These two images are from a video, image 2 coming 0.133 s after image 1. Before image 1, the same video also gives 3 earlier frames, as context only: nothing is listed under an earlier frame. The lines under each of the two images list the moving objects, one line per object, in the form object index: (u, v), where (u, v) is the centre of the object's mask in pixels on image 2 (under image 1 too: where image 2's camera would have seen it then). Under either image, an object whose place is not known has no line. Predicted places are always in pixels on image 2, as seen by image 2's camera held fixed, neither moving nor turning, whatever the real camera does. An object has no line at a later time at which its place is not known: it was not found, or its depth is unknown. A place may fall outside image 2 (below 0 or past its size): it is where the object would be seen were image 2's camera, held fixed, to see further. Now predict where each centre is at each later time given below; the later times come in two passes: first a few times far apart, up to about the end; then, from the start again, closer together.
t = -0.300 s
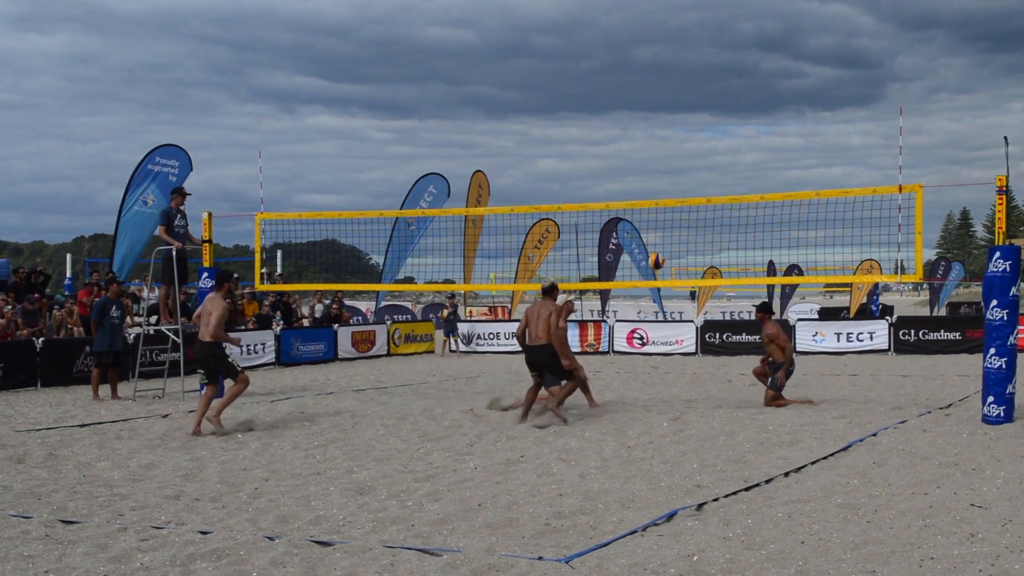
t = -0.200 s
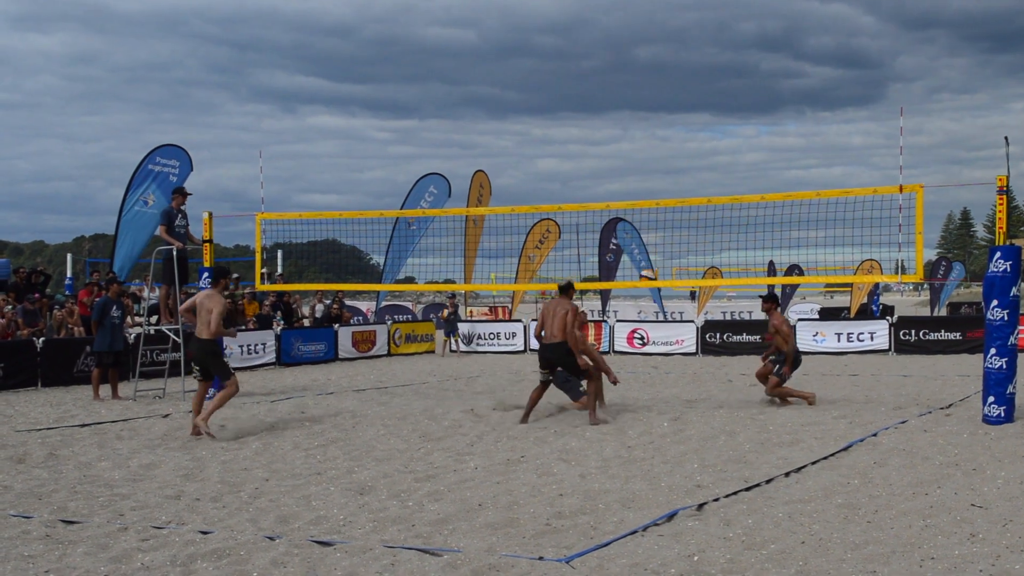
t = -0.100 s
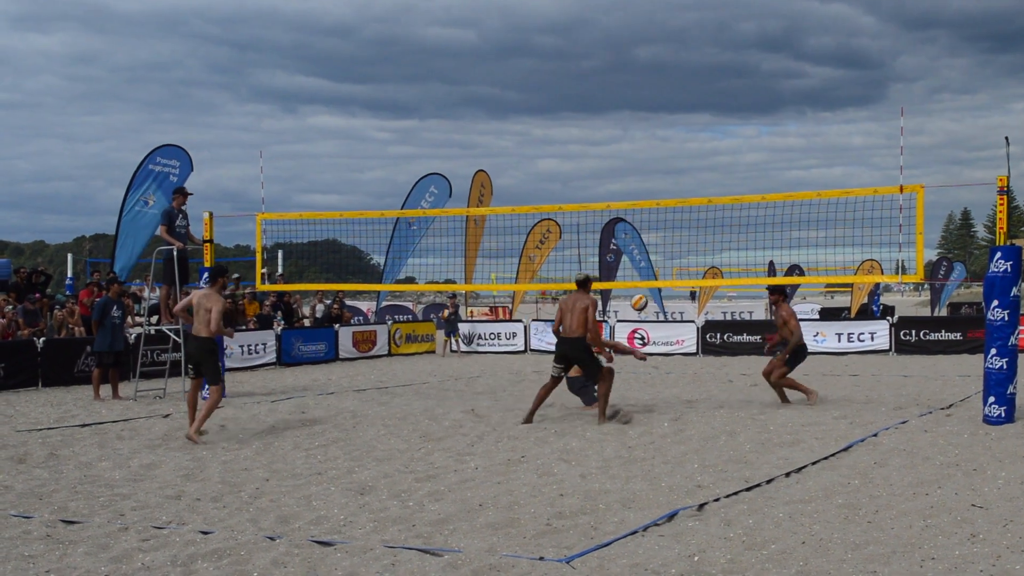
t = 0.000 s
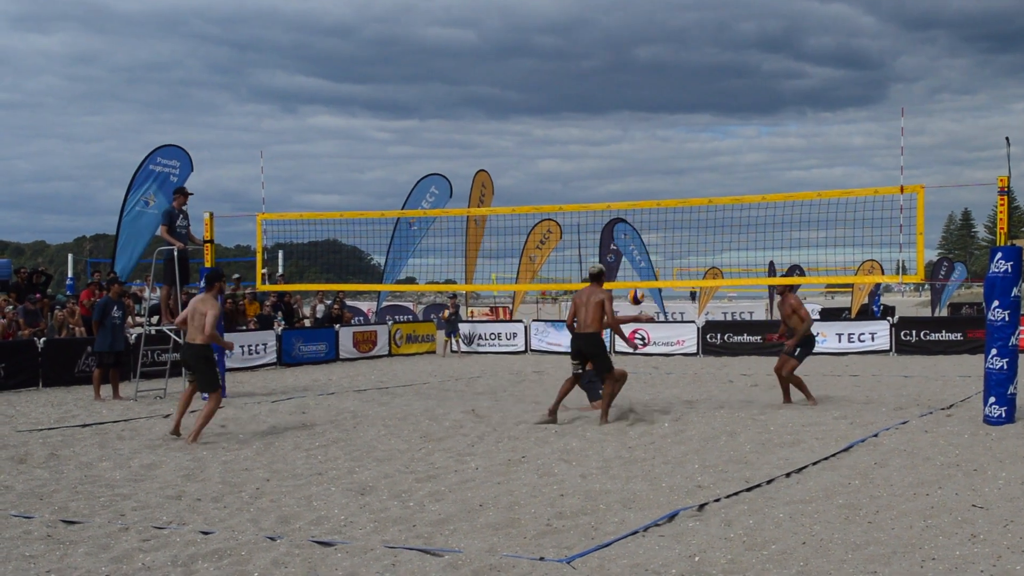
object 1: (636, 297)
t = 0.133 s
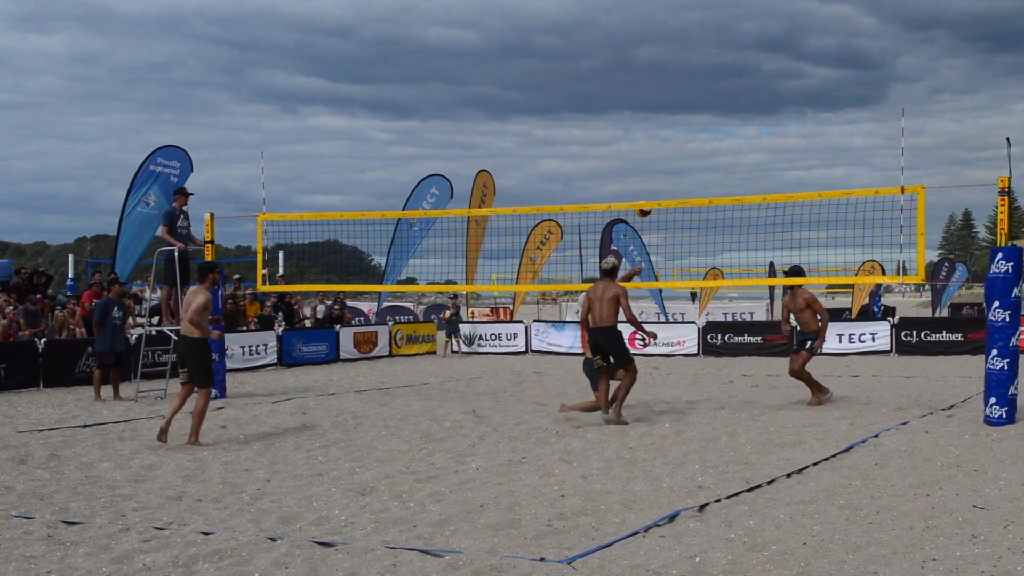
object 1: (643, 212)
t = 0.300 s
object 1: (652, 118)
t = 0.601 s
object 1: (675, 11)
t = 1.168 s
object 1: (722, 8)
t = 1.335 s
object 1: (738, 57)
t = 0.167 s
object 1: (645, 189)
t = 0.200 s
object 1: (646, 170)
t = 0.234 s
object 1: (648, 152)
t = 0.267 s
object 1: (650, 134)
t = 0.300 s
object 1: (652, 118)
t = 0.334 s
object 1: (655, 102)
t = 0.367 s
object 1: (657, 88)
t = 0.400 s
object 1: (659, 74)
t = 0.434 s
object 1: (661, 62)
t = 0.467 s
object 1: (664, 50)
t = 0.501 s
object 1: (667, 39)
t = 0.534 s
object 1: (669, 29)
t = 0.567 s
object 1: (672, 19)
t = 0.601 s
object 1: (675, 11)
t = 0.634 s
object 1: (678, 4)
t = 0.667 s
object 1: (680, 1)
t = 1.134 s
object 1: (720, 0)
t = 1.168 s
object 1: (722, 8)
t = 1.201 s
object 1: (726, 15)
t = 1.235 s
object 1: (729, 25)
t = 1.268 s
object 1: (732, 34)
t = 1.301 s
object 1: (735, 45)
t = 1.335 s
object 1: (738, 57)
